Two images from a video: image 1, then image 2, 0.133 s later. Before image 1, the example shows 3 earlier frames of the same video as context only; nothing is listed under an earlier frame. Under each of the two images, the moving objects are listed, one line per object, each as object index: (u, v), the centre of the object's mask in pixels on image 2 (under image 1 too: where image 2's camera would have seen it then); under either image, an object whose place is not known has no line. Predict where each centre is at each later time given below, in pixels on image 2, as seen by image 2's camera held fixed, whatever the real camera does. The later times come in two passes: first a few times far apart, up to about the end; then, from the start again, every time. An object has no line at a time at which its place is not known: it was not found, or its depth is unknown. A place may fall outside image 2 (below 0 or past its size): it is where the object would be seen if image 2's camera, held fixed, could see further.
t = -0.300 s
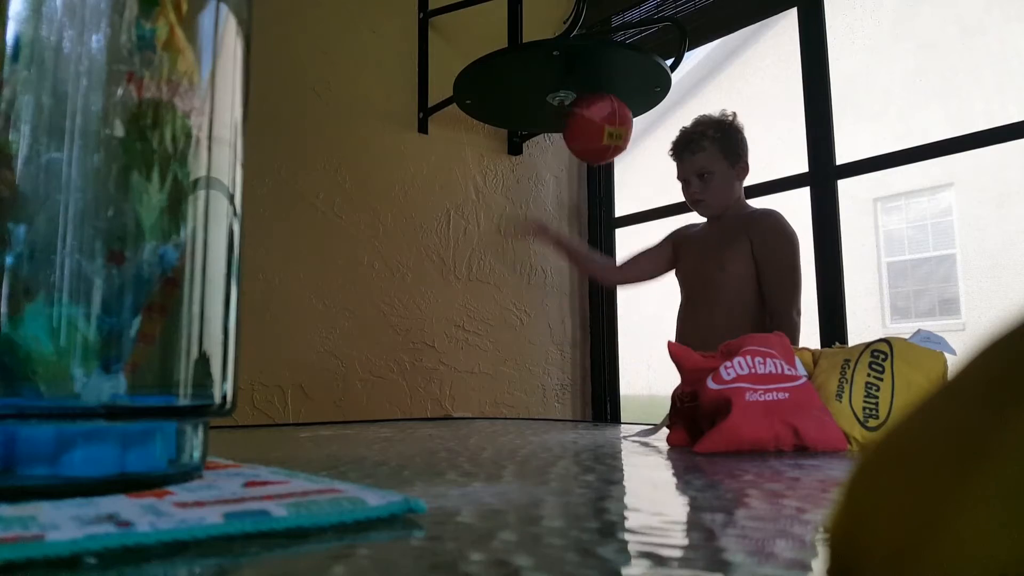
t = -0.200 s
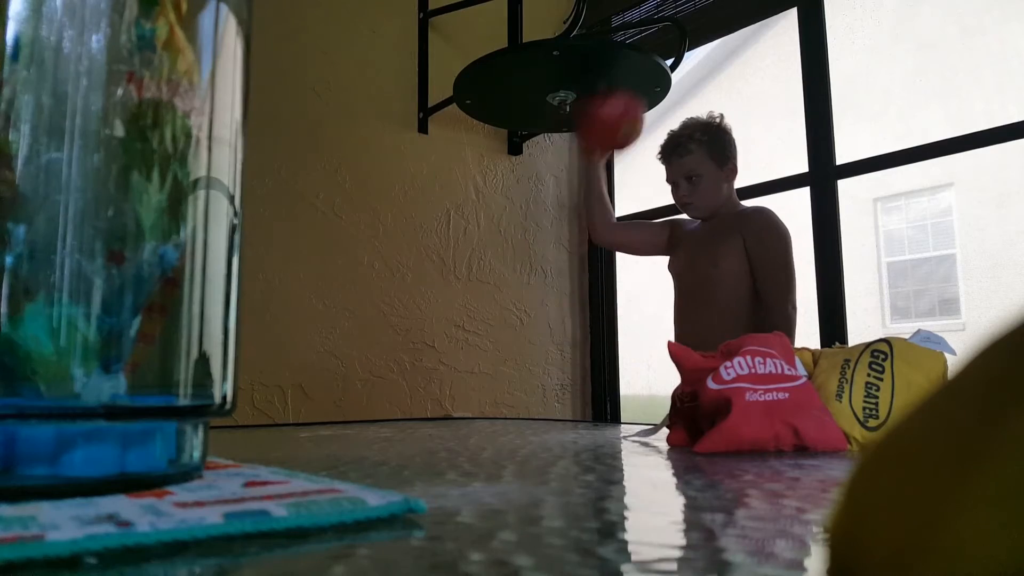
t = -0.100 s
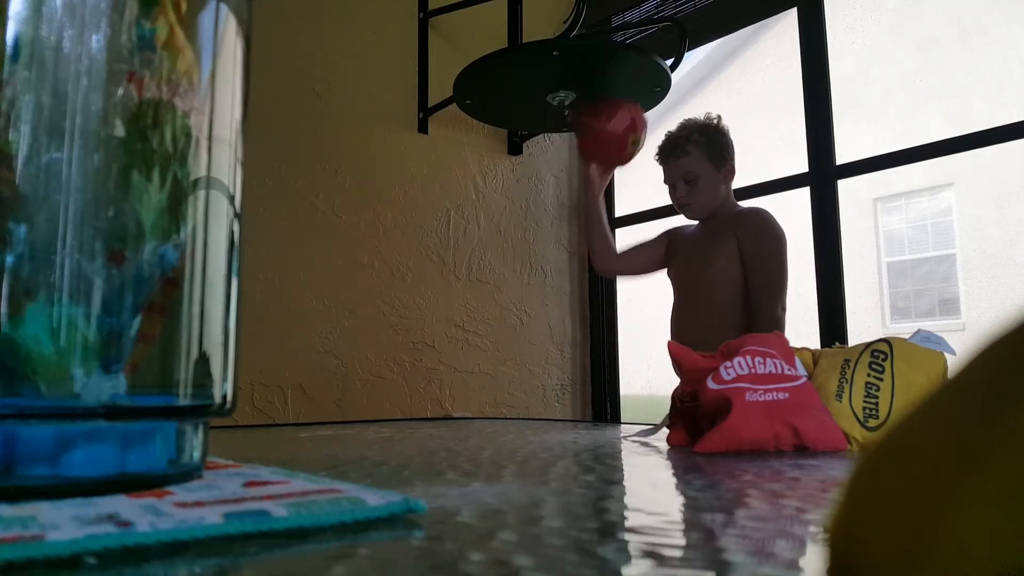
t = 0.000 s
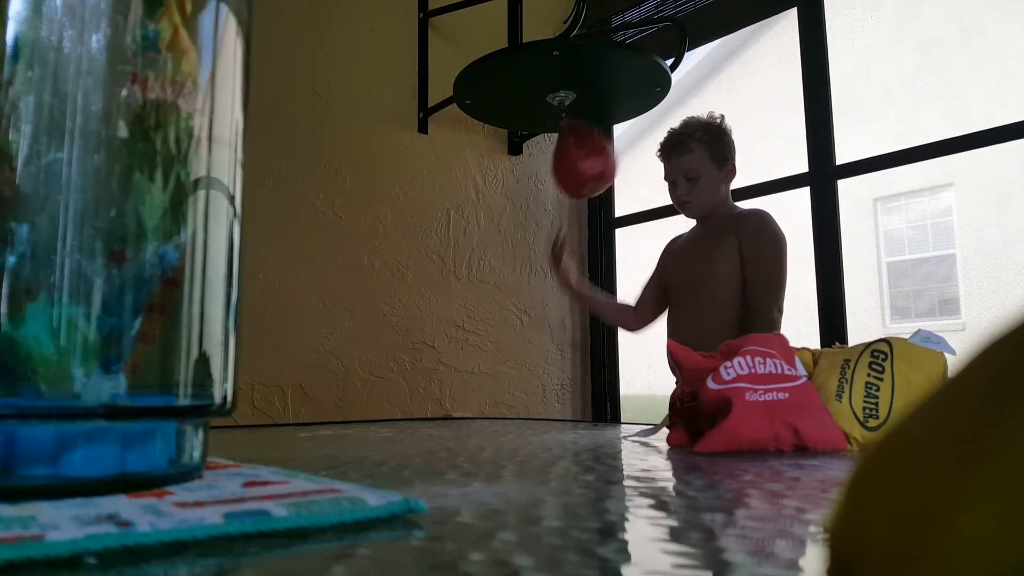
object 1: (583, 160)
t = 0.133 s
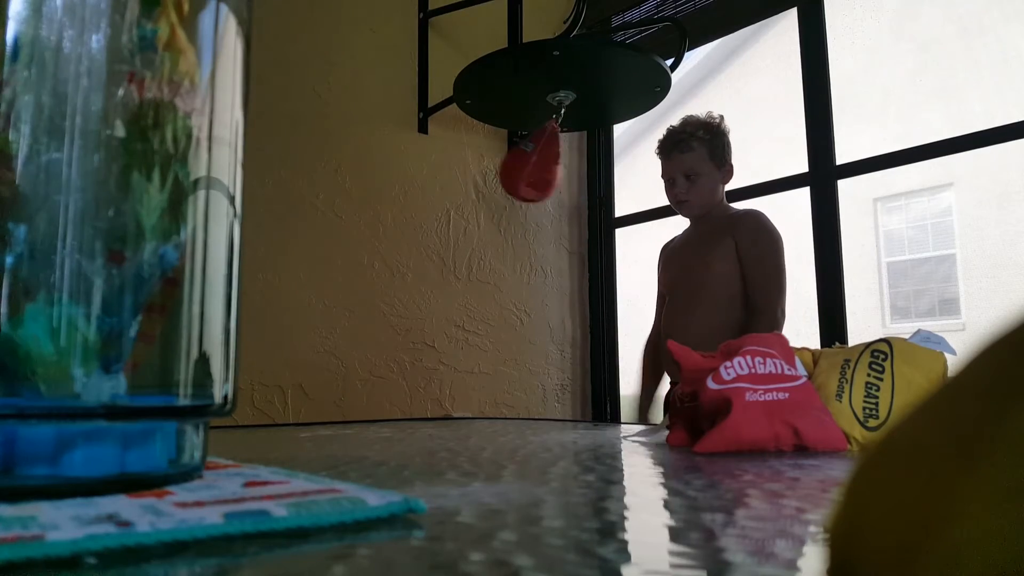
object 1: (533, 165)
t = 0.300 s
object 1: (515, 147)
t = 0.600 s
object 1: (578, 165)
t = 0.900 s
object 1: (609, 131)
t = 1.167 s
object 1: (534, 166)
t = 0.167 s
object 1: (526, 161)
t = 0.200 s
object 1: (520, 156)
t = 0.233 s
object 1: (517, 151)
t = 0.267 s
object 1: (515, 148)
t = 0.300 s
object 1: (515, 147)
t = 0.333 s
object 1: (516, 147)
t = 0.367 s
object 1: (518, 148)
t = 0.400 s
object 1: (520, 153)
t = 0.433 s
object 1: (525, 159)
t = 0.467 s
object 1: (531, 165)
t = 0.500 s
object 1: (541, 169)
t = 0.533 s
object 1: (553, 171)
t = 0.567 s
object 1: (566, 170)
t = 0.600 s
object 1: (578, 165)
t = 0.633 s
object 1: (588, 159)
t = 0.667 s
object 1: (598, 151)
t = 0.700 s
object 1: (605, 142)
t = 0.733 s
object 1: (610, 133)
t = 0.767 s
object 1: (613, 128)
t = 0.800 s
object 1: (614, 124)
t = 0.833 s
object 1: (613, 124)
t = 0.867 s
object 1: (612, 126)
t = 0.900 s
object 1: (609, 131)
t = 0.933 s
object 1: (605, 139)
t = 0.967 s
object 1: (598, 148)
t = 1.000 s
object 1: (589, 157)
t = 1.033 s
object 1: (579, 164)
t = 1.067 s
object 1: (567, 168)
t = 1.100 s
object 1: (554, 170)
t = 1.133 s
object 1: (543, 169)
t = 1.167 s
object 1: (534, 166)
